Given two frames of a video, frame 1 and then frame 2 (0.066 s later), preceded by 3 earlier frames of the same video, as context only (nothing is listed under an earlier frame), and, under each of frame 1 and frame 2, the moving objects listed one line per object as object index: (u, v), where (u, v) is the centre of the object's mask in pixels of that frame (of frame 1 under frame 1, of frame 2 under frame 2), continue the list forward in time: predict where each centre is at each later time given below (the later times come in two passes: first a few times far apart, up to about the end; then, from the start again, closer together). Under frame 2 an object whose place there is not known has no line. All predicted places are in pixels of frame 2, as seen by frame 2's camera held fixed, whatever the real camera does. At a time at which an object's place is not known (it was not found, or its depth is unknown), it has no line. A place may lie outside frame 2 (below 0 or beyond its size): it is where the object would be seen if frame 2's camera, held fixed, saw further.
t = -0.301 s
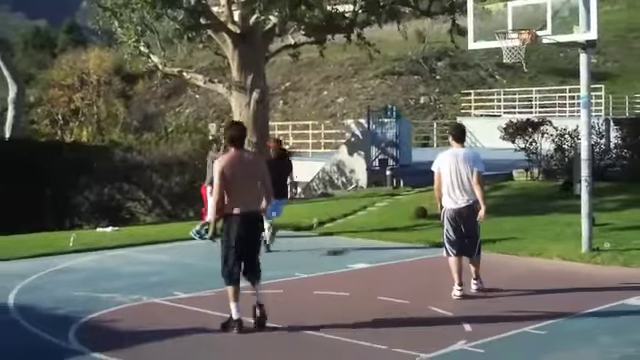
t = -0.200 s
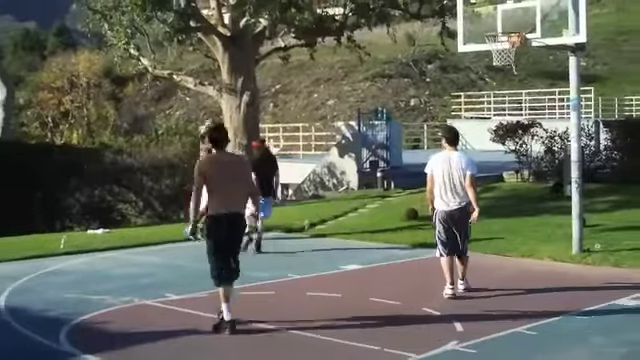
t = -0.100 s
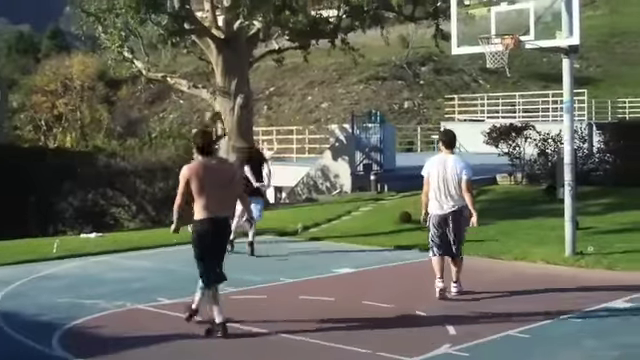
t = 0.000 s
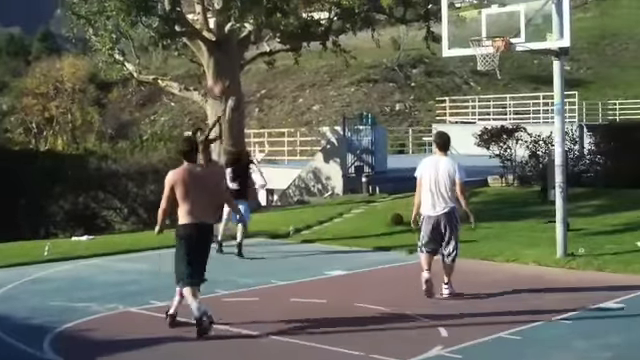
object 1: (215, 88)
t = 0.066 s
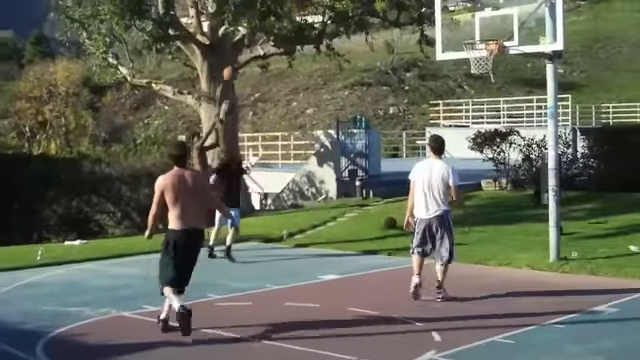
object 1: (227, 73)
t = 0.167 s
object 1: (247, 51)
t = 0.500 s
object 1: (341, -4)
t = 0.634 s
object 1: (380, -6)
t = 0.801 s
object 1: (441, 13)
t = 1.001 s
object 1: (479, 59)
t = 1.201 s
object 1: (472, 61)
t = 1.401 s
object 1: (484, 74)
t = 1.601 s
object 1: (498, 104)
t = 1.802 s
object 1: (511, 169)
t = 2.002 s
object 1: (530, 266)
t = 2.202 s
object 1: (535, 218)
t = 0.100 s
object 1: (237, 64)
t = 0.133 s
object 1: (244, 55)
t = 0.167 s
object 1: (247, 51)
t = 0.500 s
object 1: (341, -4)
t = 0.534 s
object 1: (351, -4)
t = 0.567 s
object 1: (360, -7)
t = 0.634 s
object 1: (380, -6)
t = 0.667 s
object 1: (392, -3)
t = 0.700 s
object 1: (402, -1)
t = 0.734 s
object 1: (417, 5)
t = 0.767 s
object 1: (428, 7)
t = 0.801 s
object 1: (441, 13)
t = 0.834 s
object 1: (452, 19)
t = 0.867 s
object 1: (463, 27)
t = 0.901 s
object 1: (475, 37)
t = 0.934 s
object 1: (488, 42)
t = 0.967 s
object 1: (485, 51)
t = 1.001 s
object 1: (479, 59)
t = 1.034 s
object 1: (474, 56)
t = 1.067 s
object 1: (470, 52)
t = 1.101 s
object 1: (469, 53)
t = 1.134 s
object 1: (470, 54)
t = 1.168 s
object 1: (471, 58)
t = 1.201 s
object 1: (472, 61)
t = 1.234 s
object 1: (472, 62)
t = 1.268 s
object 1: (493, 51)
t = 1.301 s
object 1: (479, 66)
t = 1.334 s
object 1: (481, 71)
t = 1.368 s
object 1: (482, 74)
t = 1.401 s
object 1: (484, 74)
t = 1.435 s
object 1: (485, 77)
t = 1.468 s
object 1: (489, 80)
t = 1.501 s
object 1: (488, 84)
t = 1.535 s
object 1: (493, 90)
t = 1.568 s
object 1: (496, 97)
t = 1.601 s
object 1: (498, 104)
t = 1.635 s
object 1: (500, 113)
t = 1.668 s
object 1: (503, 122)
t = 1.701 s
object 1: (503, 131)
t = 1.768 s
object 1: (508, 155)
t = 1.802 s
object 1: (511, 169)
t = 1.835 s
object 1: (514, 181)
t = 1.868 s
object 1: (515, 197)
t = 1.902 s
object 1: (519, 214)
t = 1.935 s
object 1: (523, 230)
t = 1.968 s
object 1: (527, 248)
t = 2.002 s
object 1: (530, 266)
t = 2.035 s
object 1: (533, 273)
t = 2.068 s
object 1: (533, 261)
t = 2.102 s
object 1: (533, 249)
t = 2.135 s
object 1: (534, 238)
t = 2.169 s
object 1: (535, 229)
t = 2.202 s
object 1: (535, 218)
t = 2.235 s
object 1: (536, 211)
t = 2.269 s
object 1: (537, 202)
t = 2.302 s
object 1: (536, 196)
